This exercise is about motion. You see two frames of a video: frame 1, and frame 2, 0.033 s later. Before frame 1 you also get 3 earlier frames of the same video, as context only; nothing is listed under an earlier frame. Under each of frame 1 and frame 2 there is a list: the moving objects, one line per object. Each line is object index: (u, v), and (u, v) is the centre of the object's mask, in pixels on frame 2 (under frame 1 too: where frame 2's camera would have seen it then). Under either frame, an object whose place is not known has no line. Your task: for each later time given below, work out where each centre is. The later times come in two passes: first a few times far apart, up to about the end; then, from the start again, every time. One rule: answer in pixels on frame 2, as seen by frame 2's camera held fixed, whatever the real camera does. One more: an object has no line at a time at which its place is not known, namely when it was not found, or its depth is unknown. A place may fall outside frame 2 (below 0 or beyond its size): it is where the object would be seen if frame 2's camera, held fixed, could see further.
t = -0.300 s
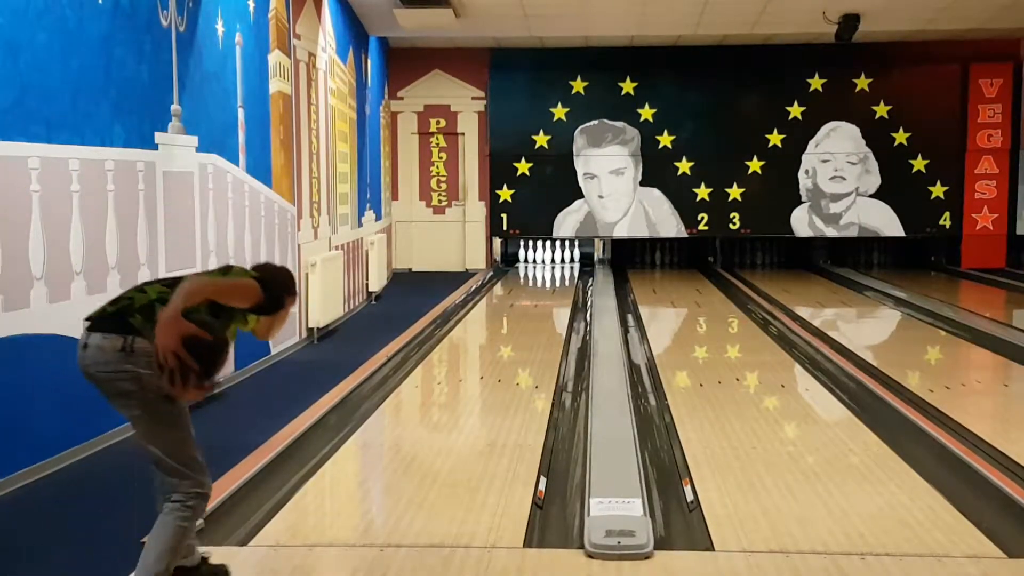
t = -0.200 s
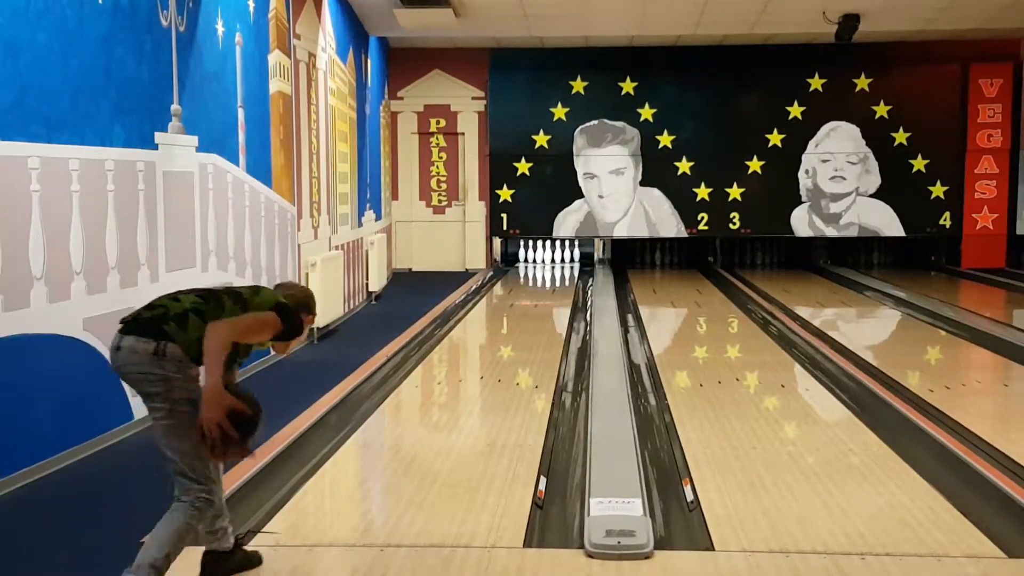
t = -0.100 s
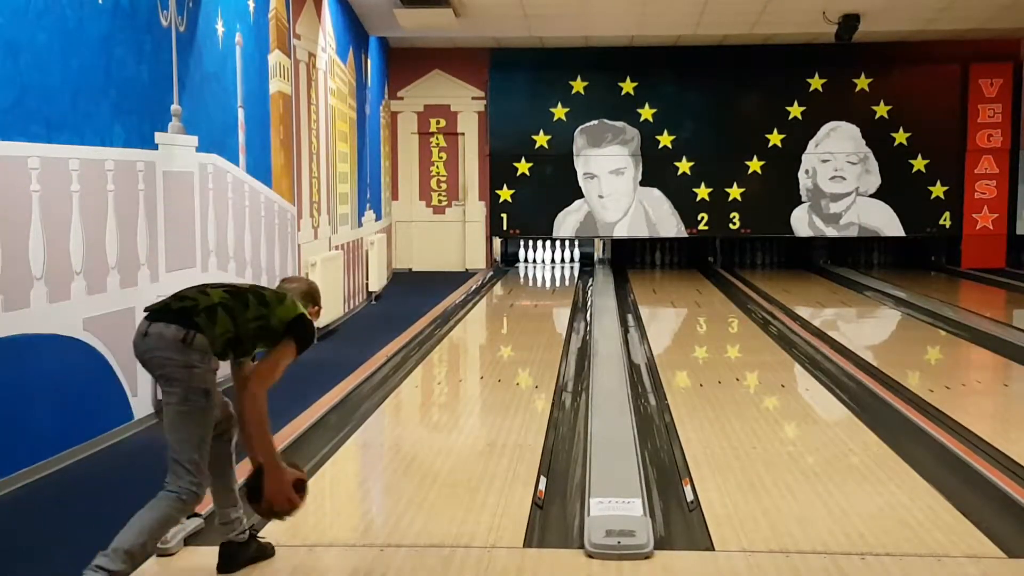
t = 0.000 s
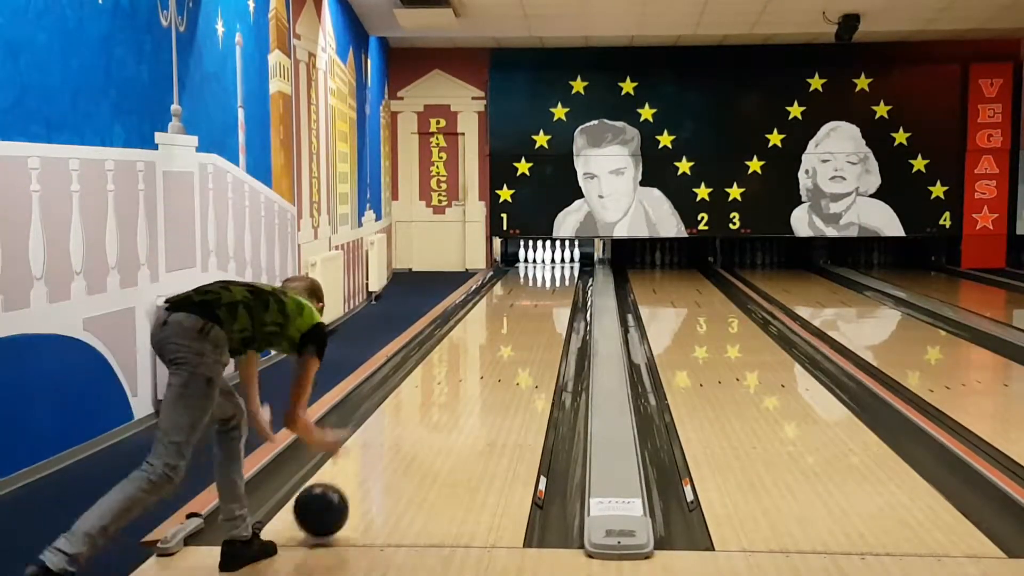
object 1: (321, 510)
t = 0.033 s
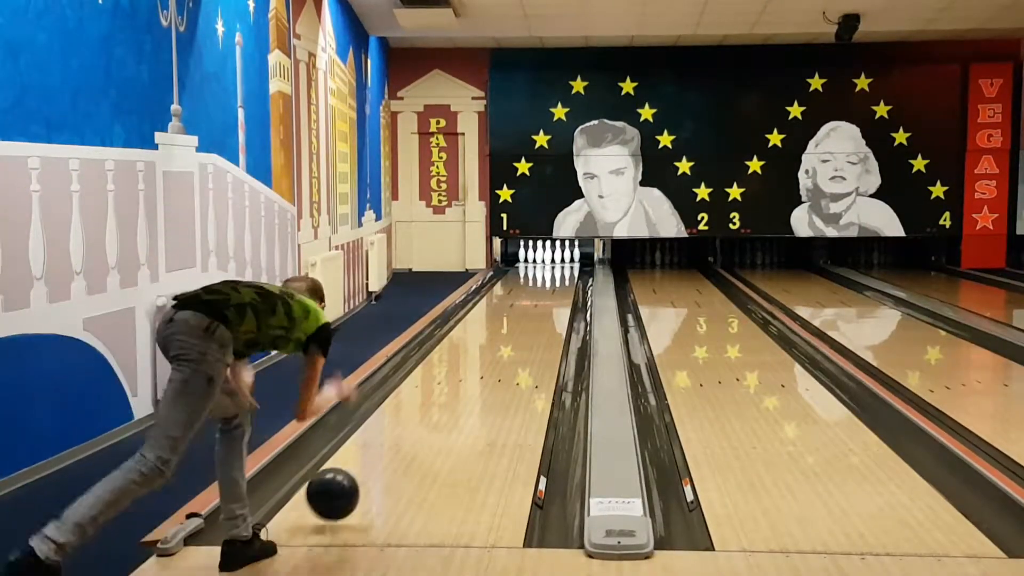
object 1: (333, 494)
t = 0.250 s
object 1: (393, 444)
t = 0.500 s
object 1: (440, 399)
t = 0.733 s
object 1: (471, 369)
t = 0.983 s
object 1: (495, 345)
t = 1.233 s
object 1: (513, 326)
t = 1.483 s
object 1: (527, 312)
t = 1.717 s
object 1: (537, 301)
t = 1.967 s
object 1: (546, 290)
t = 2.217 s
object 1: (552, 282)
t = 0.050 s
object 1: (339, 487)
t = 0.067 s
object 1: (344, 481)
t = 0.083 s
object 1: (349, 476)
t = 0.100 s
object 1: (354, 472)
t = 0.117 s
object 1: (359, 469)
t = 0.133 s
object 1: (364, 466)
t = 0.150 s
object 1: (368, 464)
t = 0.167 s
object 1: (373, 463)
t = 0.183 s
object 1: (377, 460)
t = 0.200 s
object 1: (381, 455)
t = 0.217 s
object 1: (385, 451)
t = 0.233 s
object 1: (389, 447)
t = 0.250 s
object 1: (393, 444)
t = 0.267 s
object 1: (397, 441)
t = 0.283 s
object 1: (400, 438)
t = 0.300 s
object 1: (404, 434)
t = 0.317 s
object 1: (408, 431)
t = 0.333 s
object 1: (411, 428)
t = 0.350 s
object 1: (414, 424)
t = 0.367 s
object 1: (417, 421)
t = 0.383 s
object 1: (420, 418)
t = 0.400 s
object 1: (424, 415)
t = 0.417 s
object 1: (426, 412)
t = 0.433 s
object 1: (429, 410)
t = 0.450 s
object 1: (432, 407)
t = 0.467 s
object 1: (435, 404)
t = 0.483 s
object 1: (437, 402)
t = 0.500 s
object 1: (440, 399)
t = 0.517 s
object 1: (443, 397)
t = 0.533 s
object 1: (445, 394)
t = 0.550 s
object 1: (448, 392)
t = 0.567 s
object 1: (450, 390)
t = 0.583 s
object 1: (452, 387)
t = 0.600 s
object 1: (454, 385)
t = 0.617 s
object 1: (456, 383)
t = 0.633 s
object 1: (459, 381)
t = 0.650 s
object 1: (461, 379)
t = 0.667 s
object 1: (463, 377)
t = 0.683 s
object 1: (465, 375)
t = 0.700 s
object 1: (467, 373)
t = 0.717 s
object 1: (469, 371)
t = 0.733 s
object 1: (471, 369)
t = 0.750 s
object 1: (473, 367)
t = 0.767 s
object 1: (474, 365)
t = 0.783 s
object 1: (476, 364)
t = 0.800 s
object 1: (478, 362)
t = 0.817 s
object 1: (480, 360)
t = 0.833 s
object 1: (481, 359)
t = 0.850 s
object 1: (483, 357)
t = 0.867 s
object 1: (485, 355)
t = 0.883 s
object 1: (486, 354)
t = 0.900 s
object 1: (487, 352)
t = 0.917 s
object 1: (489, 351)
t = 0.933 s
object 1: (490, 349)
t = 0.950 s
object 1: (492, 348)
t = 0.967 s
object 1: (493, 346)
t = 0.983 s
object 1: (495, 345)
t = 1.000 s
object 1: (496, 344)
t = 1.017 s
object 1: (497, 342)
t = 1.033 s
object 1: (499, 341)
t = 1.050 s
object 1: (500, 340)
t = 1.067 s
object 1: (501, 338)
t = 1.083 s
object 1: (503, 337)
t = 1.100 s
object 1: (504, 336)
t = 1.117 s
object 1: (505, 335)
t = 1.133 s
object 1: (506, 333)
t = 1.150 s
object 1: (507, 332)
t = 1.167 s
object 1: (509, 331)
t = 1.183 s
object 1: (510, 330)
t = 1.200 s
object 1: (511, 329)
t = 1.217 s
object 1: (512, 328)
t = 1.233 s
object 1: (513, 326)
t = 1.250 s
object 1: (514, 326)
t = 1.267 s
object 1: (515, 325)
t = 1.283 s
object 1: (516, 323)
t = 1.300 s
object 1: (517, 322)
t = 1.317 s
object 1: (518, 321)
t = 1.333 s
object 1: (519, 320)
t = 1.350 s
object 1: (520, 319)
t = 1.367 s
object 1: (521, 318)
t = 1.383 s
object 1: (522, 317)
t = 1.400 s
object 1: (523, 316)
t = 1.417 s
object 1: (524, 315)
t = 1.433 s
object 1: (525, 314)
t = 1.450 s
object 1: (525, 314)
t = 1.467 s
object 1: (526, 313)
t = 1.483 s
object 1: (527, 312)
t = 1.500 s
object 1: (528, 311)
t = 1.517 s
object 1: (528, 310)
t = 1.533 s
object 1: (529, 309)
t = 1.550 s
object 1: (530, 308)
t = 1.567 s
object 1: (531, 307)
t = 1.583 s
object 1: (532, 307)
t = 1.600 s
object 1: (532, 306)
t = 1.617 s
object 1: (533, 305)
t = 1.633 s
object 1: (534, 304)
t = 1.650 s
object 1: (534, 303)
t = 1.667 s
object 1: (535, 303)
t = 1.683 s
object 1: (536, 302)
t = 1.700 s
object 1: (536, 301)
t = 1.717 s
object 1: (537, 301)
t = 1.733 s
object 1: (538, 300)
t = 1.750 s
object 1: (538, 299)
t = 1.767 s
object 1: (539, 298)
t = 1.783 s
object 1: (540, 298)
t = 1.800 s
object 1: (540, 297)
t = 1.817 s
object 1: (541, 297)
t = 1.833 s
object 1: (541, 296)
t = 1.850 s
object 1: (542, 295)
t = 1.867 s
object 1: (542, 294)
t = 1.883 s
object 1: (543, 294)
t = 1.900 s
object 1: (543, 293)
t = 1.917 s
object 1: (544, 292)
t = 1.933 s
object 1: (545, 292)
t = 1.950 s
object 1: (545, 291)
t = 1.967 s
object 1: (546, 290)
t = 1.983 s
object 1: (546, 290)
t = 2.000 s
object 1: (547, 289)
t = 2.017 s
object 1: (547, 288)
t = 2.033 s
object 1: (547, 288)
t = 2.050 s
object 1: (548, 287)
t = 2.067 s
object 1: (548, 287)
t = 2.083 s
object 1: (549, 287)
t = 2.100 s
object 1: (549, 286)
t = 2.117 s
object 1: (550, 286)
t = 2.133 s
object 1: (550, 285)
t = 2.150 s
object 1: (551, 284)
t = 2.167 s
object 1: (551, 284)
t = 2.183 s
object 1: (551, 283)
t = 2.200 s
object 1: (552, 282)
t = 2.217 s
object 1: (552, 282)
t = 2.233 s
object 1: (552, 281)
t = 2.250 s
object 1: (553, 281)
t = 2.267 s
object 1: (553, 280)
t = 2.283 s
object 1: (553, 280)
